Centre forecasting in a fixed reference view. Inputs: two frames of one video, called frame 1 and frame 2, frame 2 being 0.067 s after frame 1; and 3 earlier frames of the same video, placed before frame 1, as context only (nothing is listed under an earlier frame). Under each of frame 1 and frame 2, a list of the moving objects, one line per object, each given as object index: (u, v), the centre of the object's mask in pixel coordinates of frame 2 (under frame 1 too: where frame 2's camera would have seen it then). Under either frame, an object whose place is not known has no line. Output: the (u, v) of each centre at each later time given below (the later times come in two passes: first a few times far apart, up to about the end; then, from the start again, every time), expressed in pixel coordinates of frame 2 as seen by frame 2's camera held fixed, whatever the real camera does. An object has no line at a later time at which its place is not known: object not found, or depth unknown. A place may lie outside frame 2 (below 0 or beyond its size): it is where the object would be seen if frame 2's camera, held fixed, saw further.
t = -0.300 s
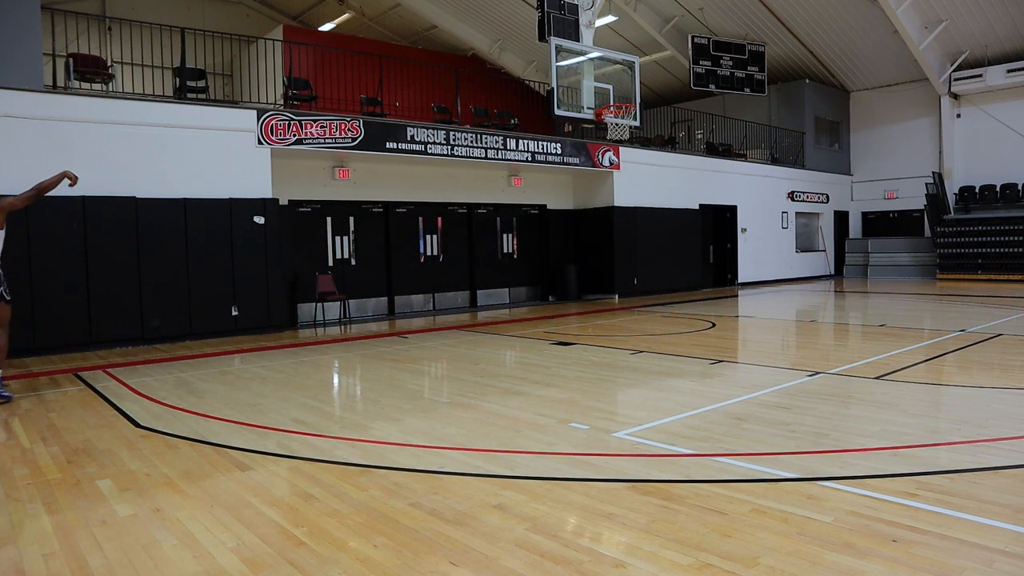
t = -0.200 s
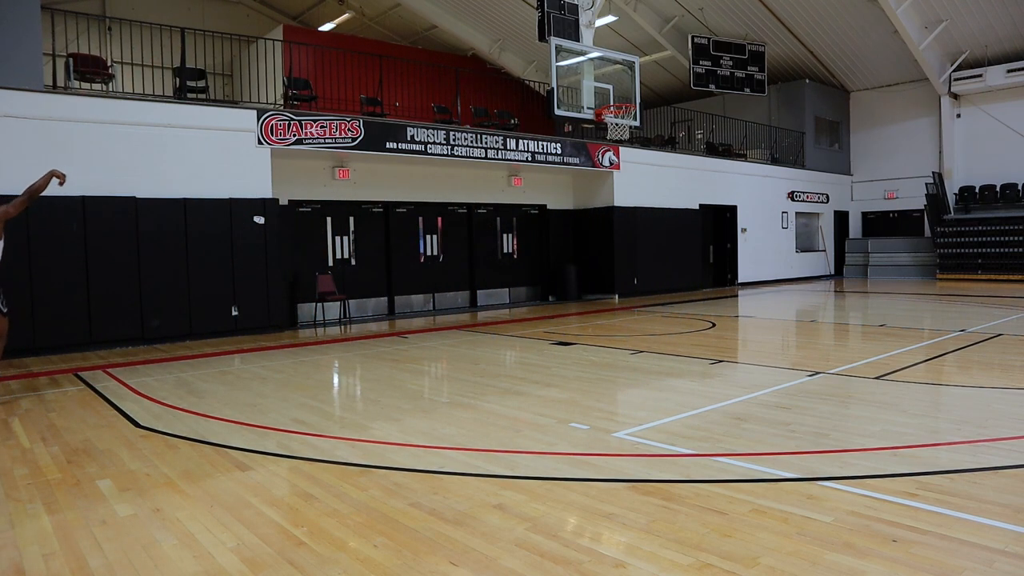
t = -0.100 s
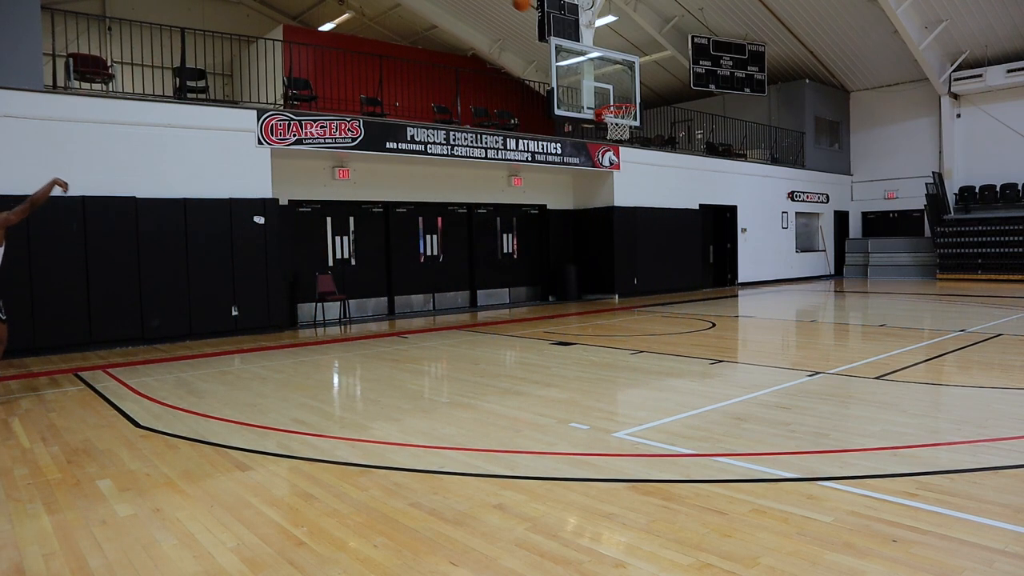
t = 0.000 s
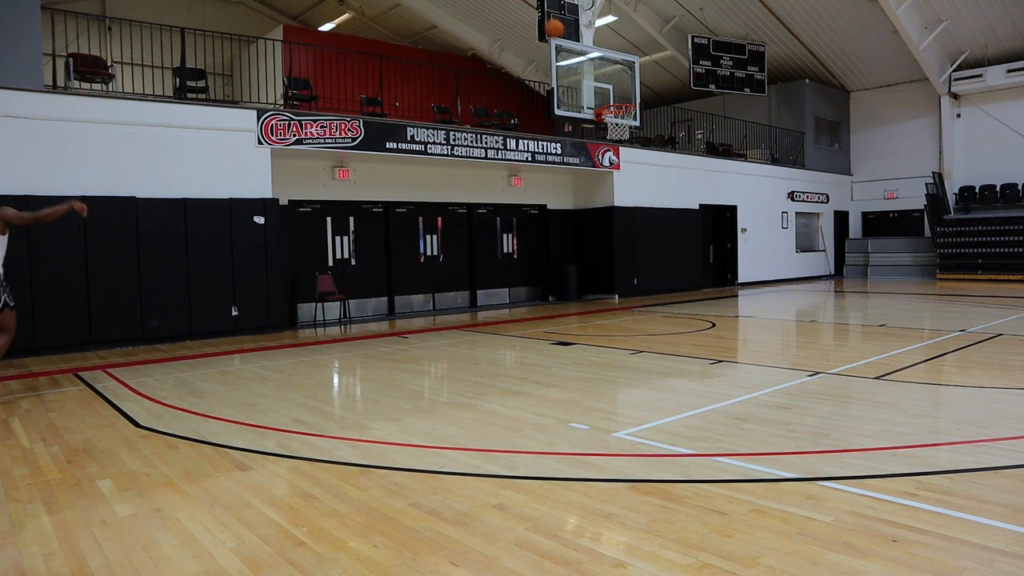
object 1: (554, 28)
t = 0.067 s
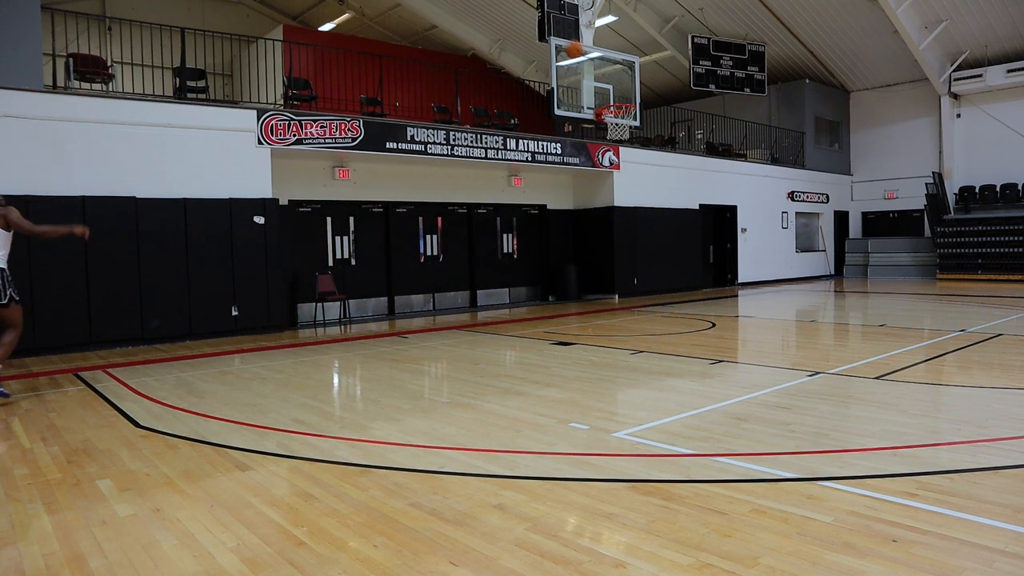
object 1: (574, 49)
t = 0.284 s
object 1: (626, 127)
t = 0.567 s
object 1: (637, 219)
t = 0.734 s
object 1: (646, 303)
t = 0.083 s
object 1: (579, 55)
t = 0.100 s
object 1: (584, 61)
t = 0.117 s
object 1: (589, 67)
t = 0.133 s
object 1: (594, 73)
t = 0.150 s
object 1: (598, 79)
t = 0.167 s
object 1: (603, 85)
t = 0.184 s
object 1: (608, 92)
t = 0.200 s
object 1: (612, 98)
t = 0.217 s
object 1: (617, 105)
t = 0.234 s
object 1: (623, 111)
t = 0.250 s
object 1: (622, 115)
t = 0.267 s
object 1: (625, 122)
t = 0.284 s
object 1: (626, 127)
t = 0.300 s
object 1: (626, 131)
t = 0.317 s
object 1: (626, 134)
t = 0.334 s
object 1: (627, 138)
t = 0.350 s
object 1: (628, 142)
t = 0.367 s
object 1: (628, 146)
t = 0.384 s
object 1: (629, 150)
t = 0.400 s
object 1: (630, 156)
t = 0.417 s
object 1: (630, 162)
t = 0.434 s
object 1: (631, 167)
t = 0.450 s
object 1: (632, 172)
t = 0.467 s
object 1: (632, 178)
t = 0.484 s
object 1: (633, 184)
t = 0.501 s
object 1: (634, 190)
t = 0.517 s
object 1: (635, 197)
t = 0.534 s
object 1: (636, 205)
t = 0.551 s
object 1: (636, 212)
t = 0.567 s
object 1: (637, 219)
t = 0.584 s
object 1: (638, 226)
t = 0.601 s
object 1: (639, 234)
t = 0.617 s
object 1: (640, 242)
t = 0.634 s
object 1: (640, 250)
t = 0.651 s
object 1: (641, 258)
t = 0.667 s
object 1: (642, 267)
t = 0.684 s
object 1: (643, 276)
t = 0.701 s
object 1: (644, 284)
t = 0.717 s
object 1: (645, 294)
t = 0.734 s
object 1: (646, 303)
